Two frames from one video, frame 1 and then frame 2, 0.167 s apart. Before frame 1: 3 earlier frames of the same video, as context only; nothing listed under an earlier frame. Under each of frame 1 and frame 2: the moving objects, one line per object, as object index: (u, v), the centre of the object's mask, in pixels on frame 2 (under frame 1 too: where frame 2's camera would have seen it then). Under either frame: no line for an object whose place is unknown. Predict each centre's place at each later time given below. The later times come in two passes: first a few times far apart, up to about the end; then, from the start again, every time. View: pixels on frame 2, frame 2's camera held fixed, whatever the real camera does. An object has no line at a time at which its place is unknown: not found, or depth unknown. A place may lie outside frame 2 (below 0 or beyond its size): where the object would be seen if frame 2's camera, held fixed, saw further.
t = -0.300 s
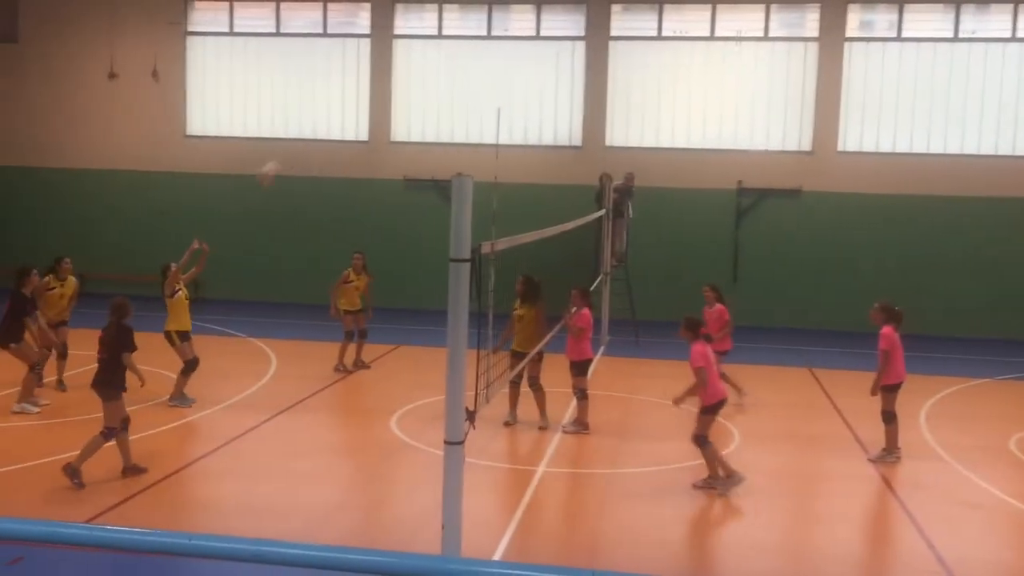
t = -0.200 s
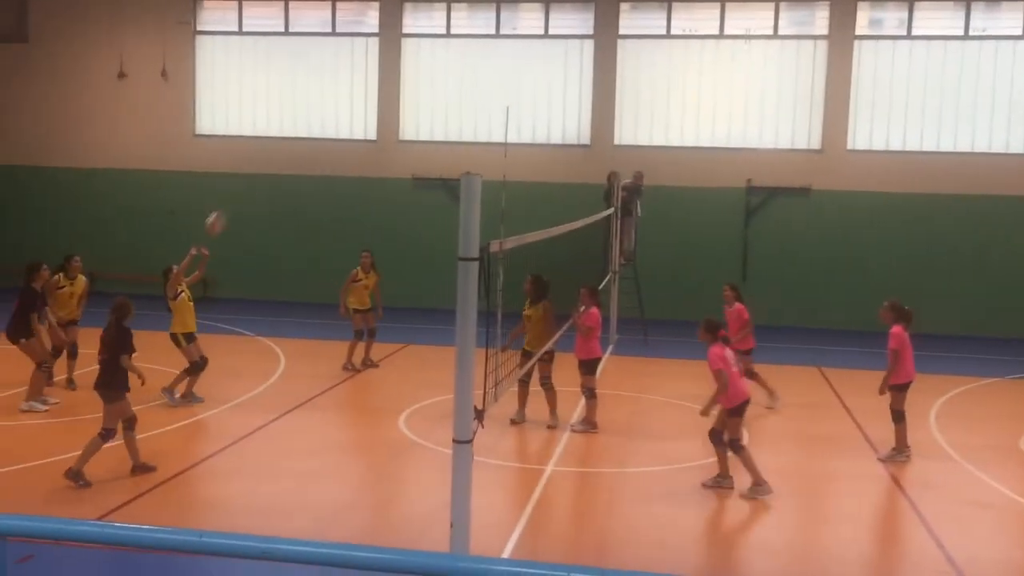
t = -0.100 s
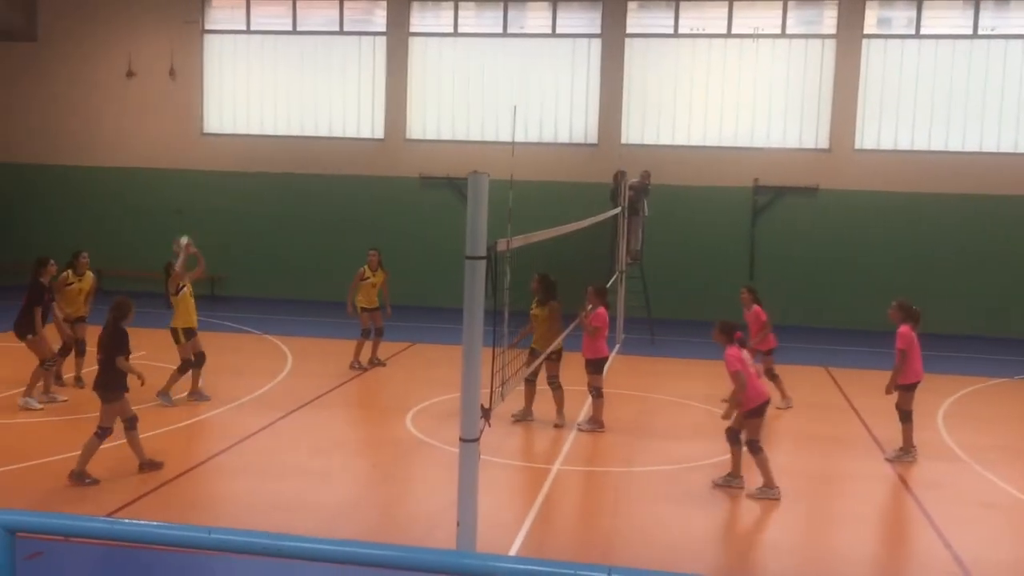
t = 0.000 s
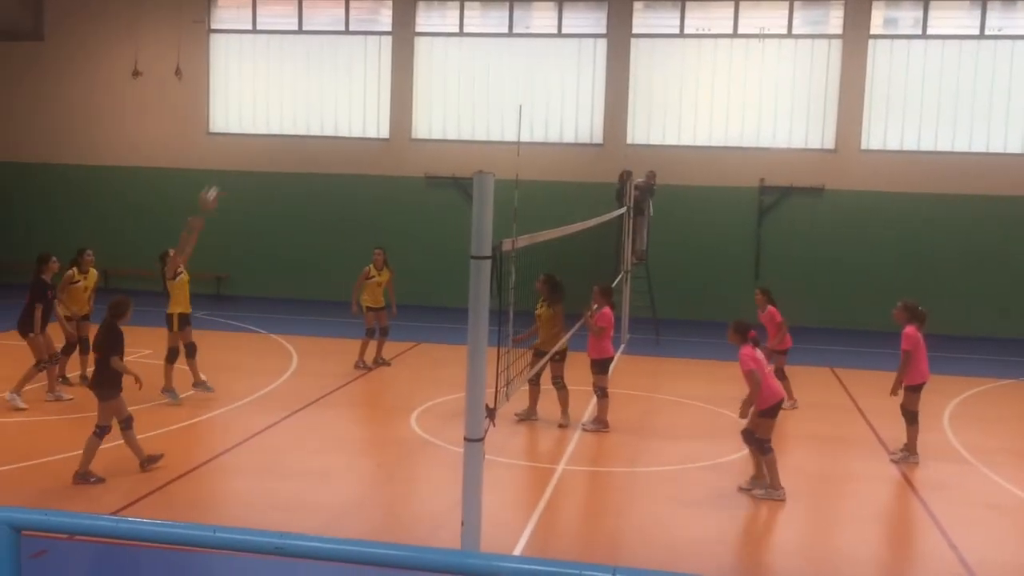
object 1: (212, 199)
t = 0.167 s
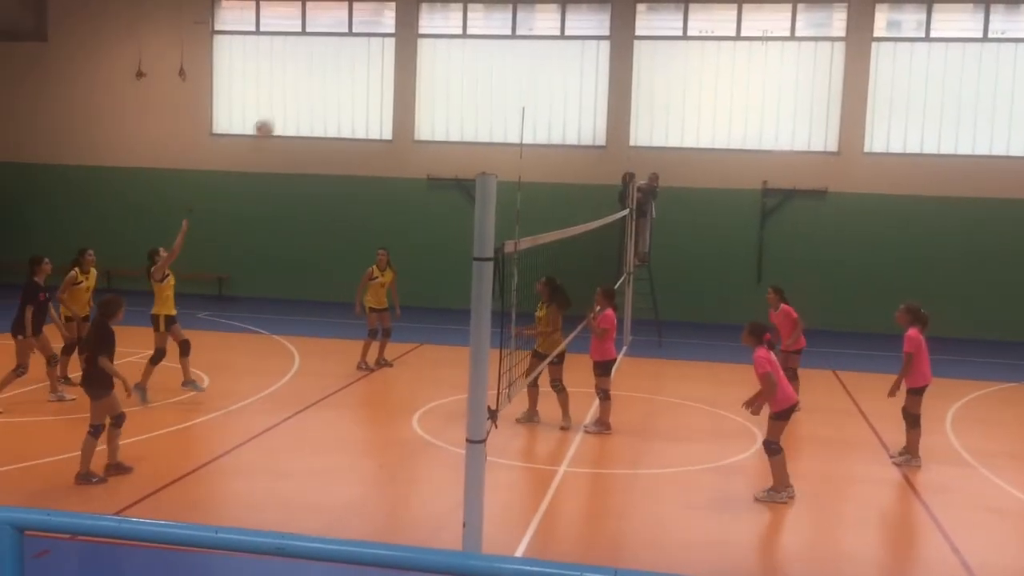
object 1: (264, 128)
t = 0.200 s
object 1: (274, 118)
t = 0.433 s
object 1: (346, 71)
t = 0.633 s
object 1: (408, 69)
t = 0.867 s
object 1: (473, 121)
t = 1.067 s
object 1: (527, 201)
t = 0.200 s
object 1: (274, 118)
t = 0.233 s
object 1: (284, 108)
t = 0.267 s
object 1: (295, 100)
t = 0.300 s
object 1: (305, 92)
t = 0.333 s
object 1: (315, 85)
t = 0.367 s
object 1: (326, 80)
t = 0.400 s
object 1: (336, 75)
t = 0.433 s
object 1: (346, 71)
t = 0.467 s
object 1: (356, 68)
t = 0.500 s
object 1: (366, 67)
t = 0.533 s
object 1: (376, 67)
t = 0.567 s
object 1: (385, 67)
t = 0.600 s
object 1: (395, 68)
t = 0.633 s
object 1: (408, 69)
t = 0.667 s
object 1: (416, 75)
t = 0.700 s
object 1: (426, 81)
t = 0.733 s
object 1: (435, 87)
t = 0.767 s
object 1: (445, 94)
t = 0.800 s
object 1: (454, 102)
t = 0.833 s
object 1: (464, 110)
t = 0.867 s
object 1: (473, 121)
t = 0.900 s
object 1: (482, 131)
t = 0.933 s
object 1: (492, 143)
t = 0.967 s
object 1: (500, 160)
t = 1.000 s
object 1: (509, 175)
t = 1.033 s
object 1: (518, 188)
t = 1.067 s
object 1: (527, 201)
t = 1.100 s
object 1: (535, 219)
